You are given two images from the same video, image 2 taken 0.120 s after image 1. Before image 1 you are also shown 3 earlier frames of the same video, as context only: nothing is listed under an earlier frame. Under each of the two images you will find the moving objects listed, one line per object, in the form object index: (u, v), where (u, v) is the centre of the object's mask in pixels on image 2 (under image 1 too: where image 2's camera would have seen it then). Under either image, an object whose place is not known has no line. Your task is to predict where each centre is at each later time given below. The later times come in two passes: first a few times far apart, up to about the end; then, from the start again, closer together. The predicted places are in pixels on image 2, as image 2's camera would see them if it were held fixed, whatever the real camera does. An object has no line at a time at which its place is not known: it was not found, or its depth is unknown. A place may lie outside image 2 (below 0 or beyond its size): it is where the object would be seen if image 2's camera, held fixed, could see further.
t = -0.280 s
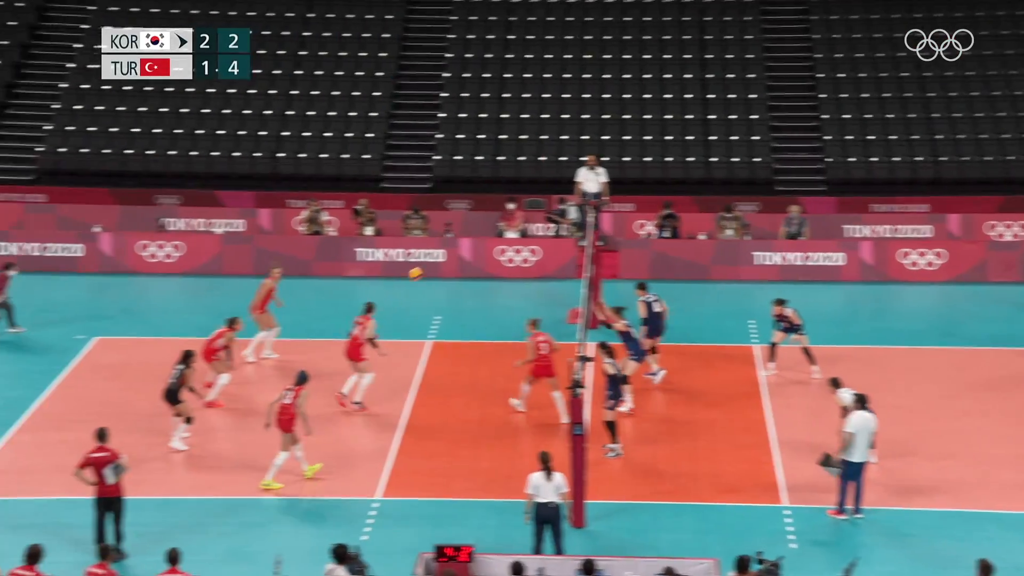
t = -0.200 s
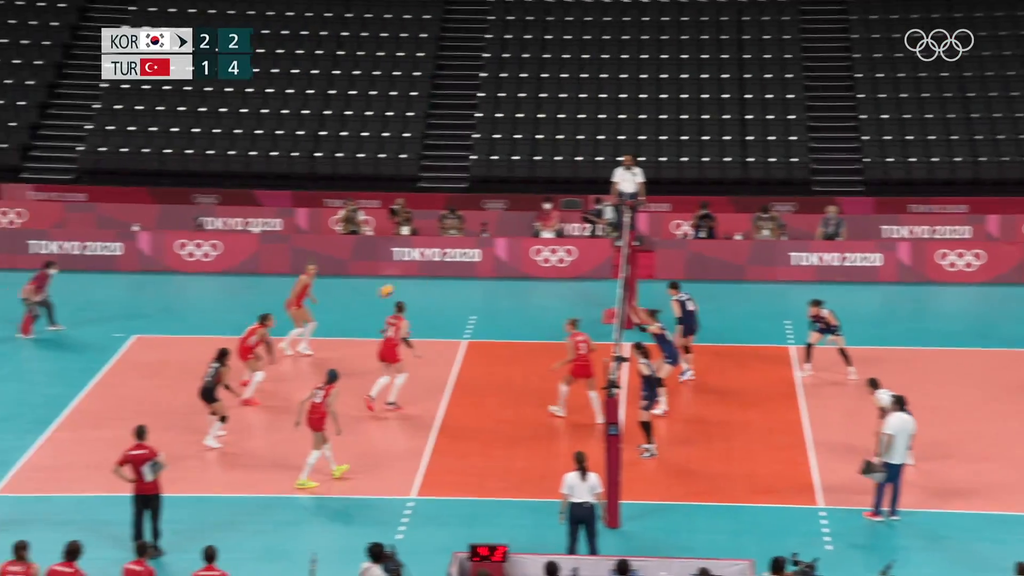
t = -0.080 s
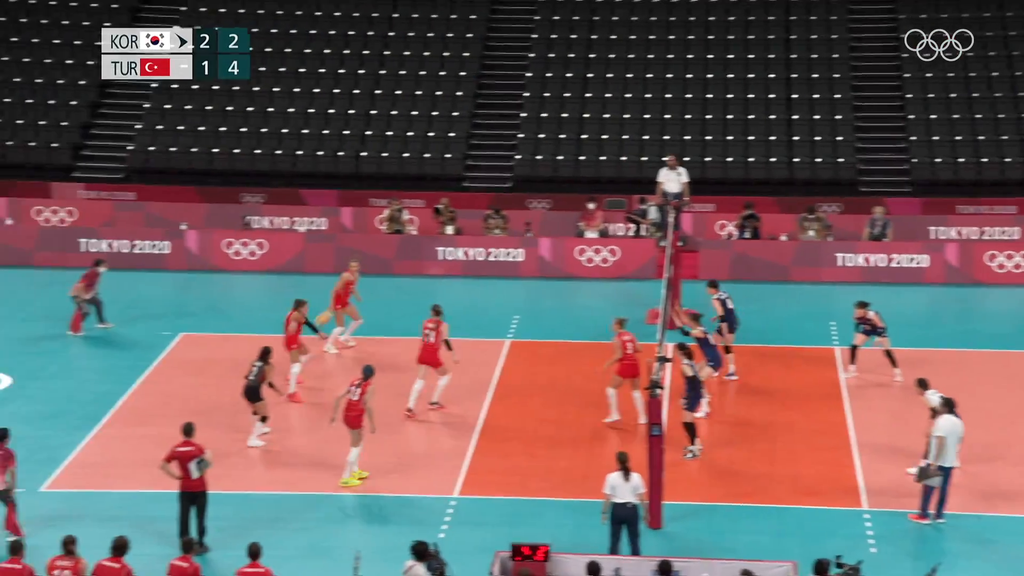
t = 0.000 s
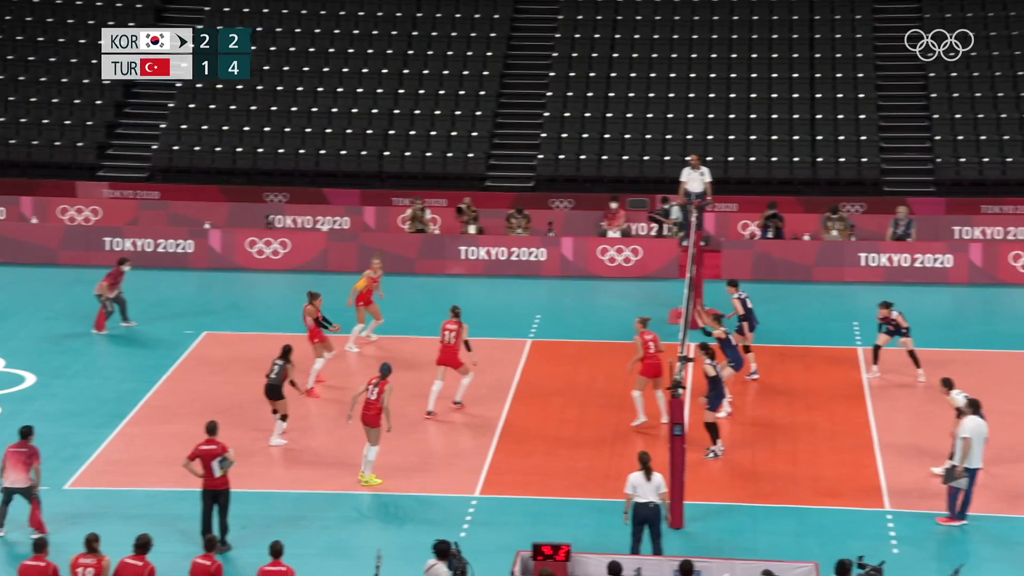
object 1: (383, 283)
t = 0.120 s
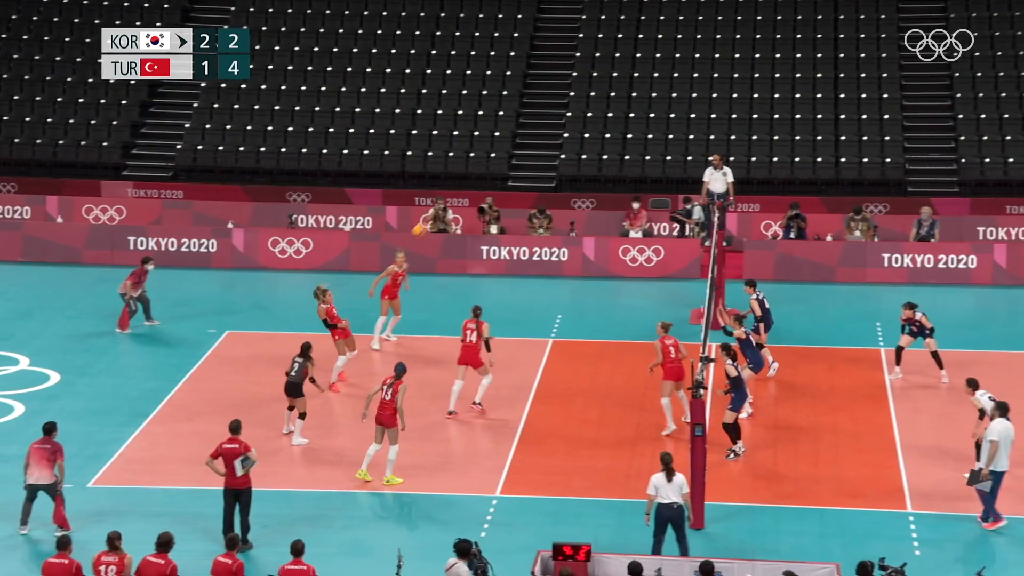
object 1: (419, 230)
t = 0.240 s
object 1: (449, 190)
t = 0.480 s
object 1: (508, 133)
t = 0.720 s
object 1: (569, 108)
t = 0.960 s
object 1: (625, 116)
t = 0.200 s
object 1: (438, 204)
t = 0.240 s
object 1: (449, 190)
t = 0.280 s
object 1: (459, 178)
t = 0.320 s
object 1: (470, 167)
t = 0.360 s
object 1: (480, 157)
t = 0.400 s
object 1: (489, 148)
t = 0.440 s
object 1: (500, 138)
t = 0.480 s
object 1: (508, 133)
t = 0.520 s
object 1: (520, 125)
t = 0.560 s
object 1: (528, 119)
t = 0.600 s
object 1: (538, 116)
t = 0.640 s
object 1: (549, 112)
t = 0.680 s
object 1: (558, 109)
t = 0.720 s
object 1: (569, 108)
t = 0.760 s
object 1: (577, 107)
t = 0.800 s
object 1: (586, 107)
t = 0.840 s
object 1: (597, 108)
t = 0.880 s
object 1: (605, 110)
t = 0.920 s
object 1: (616, 113)
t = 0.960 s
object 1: (625, 116)
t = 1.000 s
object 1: (633, 120)
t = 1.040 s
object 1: (644, 126)
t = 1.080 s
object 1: (653, 132)
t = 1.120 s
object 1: (664, 139)
